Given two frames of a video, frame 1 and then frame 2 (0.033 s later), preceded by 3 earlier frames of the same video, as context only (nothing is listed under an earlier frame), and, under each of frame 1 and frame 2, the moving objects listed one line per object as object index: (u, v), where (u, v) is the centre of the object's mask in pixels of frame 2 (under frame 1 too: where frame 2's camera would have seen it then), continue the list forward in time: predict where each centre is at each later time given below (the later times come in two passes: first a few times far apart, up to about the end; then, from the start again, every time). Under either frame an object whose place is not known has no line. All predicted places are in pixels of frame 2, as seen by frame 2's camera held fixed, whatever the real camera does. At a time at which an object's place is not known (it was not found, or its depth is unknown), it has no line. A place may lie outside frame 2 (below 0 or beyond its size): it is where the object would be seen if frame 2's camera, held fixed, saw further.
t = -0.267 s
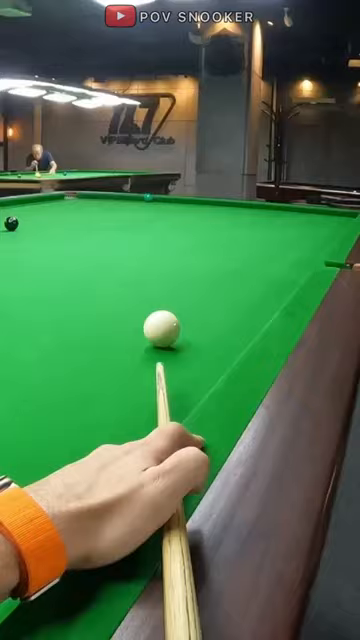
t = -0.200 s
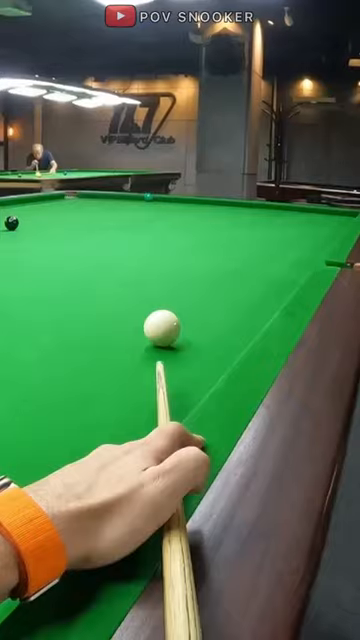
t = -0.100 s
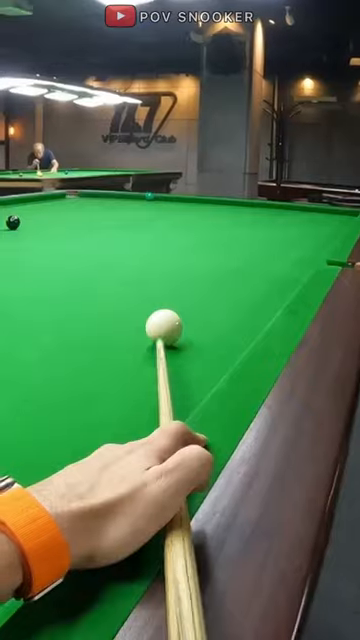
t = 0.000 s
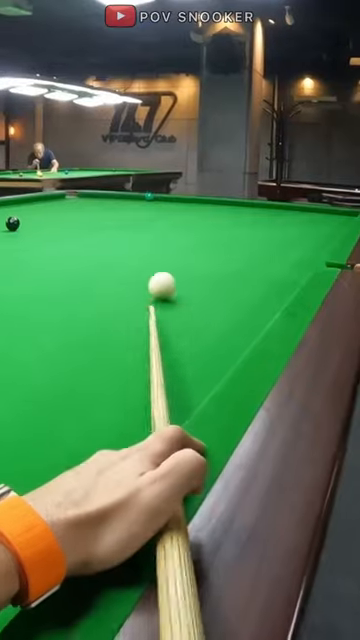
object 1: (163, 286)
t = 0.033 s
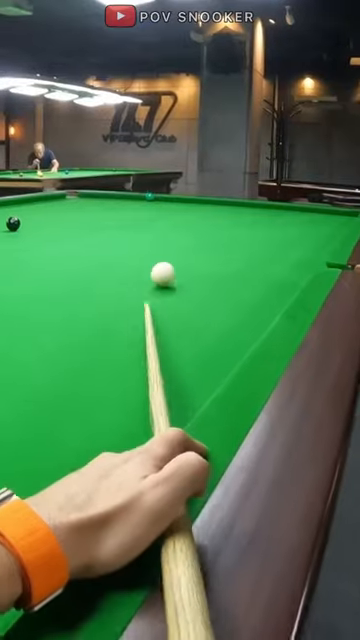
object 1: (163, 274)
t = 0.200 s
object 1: (163, 240)
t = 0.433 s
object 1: (161, 219)
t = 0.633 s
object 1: (161, 209)
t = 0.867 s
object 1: (160, 201)
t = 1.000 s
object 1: (140, 201)
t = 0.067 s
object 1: (162, 265)
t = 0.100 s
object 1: (163, 257)
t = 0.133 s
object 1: (163, 250)
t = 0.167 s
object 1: (163, 245)
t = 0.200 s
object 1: (163, 240)
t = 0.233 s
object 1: (163, 235)
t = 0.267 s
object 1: (162, 232)
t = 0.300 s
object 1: (162, 229)
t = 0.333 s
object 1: (162, 226)
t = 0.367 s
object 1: (162, 223)
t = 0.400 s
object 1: (162, 221)
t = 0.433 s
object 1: (161, 219)
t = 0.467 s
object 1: (161, 217)
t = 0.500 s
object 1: (161, 215)
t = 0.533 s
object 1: (161, 214)
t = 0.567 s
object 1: (161, 212)
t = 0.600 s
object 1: (161, 210)
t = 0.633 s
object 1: (161, 209)
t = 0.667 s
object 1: (160, 207)
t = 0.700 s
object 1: (160, 206)
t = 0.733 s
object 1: (160, 205)
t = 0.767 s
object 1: (160, 204)
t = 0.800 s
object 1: (160, 203)
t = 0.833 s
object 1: (160, 202)
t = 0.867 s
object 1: (160, 201)
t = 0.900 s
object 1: (160, 200)
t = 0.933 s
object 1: (154, 200)
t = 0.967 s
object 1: (147, 201)
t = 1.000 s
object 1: (140, 201)
